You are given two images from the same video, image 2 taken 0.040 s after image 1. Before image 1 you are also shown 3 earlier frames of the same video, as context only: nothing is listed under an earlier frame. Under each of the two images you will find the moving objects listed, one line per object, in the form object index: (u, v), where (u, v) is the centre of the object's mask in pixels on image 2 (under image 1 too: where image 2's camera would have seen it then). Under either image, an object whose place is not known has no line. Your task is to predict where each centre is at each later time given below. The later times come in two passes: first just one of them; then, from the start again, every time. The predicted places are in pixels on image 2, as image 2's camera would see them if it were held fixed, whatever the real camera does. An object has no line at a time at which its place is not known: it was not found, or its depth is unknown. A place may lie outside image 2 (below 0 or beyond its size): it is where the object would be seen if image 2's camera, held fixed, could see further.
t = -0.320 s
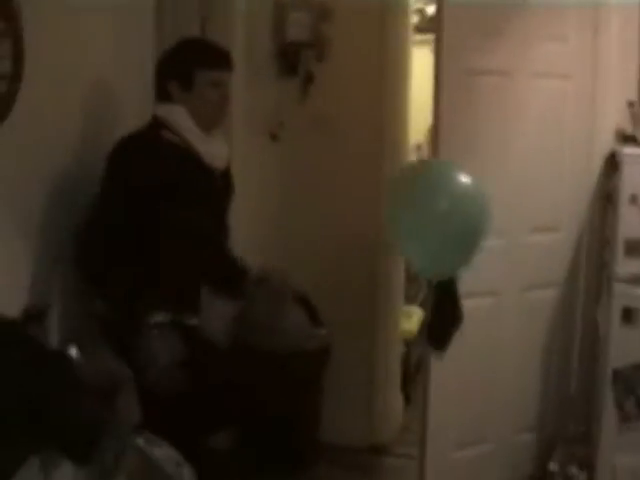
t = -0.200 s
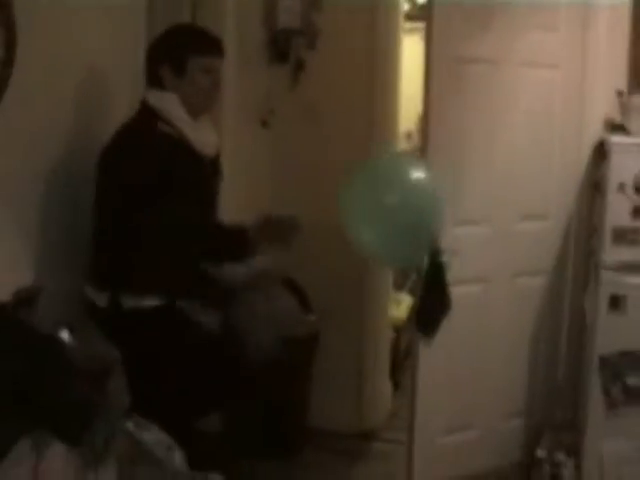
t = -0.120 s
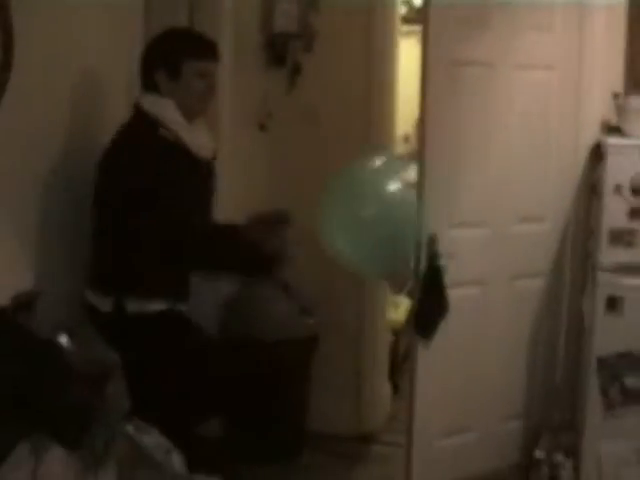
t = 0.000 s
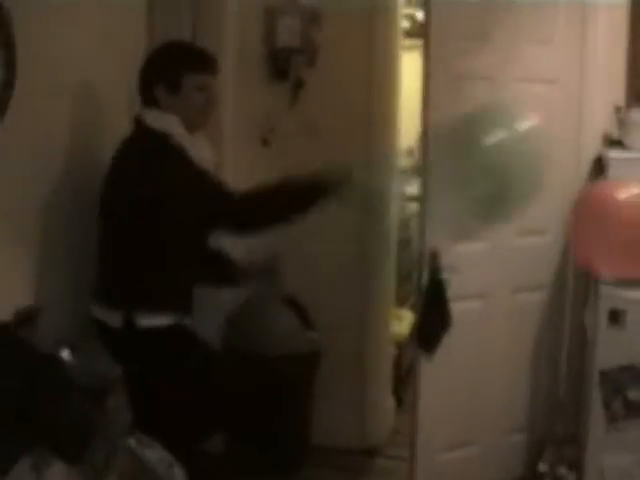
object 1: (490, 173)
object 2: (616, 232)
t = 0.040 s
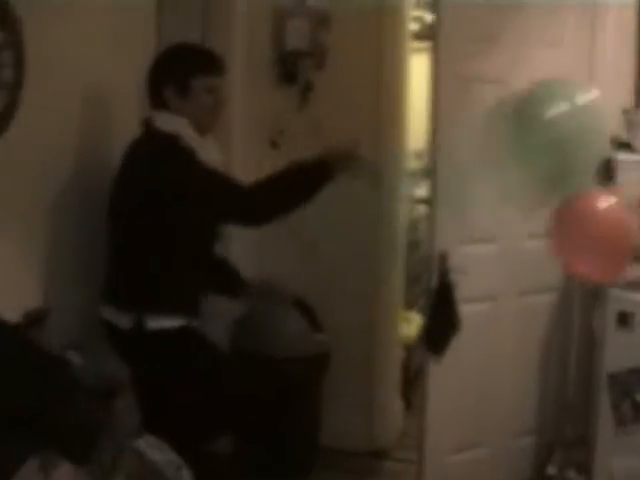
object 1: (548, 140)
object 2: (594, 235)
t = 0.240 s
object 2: (504, 275)
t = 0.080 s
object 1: (576, 120)
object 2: (568, 240)
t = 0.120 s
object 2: (545, 246)
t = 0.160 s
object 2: (529, 254)
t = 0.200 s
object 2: (515, 264)
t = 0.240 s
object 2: (504, 275)
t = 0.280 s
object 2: (497, 288)
